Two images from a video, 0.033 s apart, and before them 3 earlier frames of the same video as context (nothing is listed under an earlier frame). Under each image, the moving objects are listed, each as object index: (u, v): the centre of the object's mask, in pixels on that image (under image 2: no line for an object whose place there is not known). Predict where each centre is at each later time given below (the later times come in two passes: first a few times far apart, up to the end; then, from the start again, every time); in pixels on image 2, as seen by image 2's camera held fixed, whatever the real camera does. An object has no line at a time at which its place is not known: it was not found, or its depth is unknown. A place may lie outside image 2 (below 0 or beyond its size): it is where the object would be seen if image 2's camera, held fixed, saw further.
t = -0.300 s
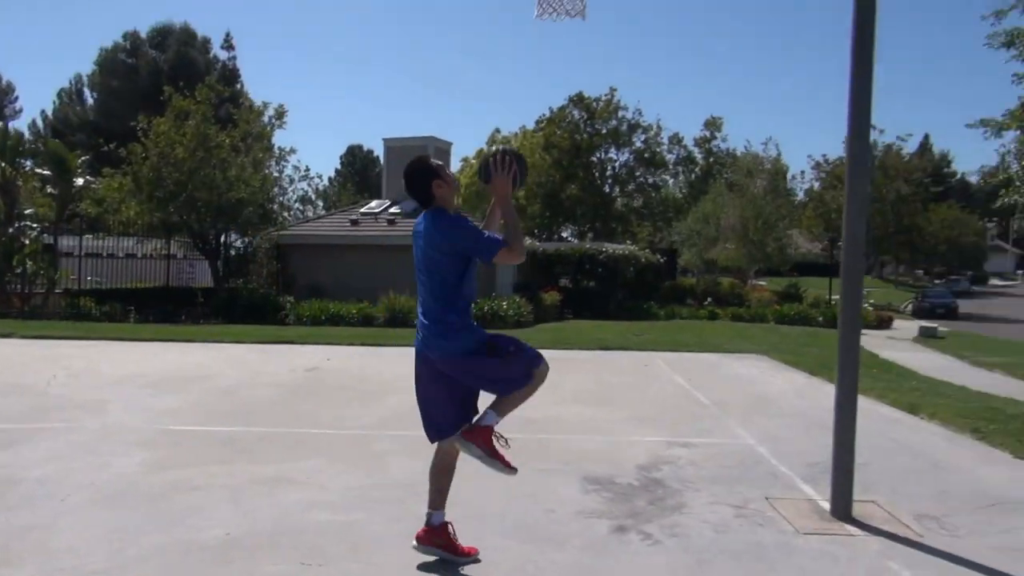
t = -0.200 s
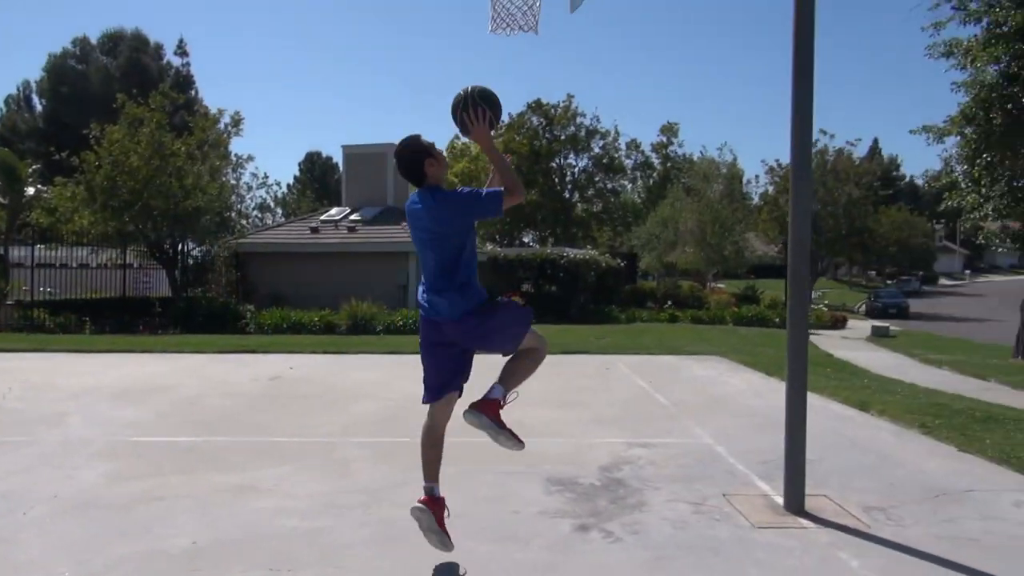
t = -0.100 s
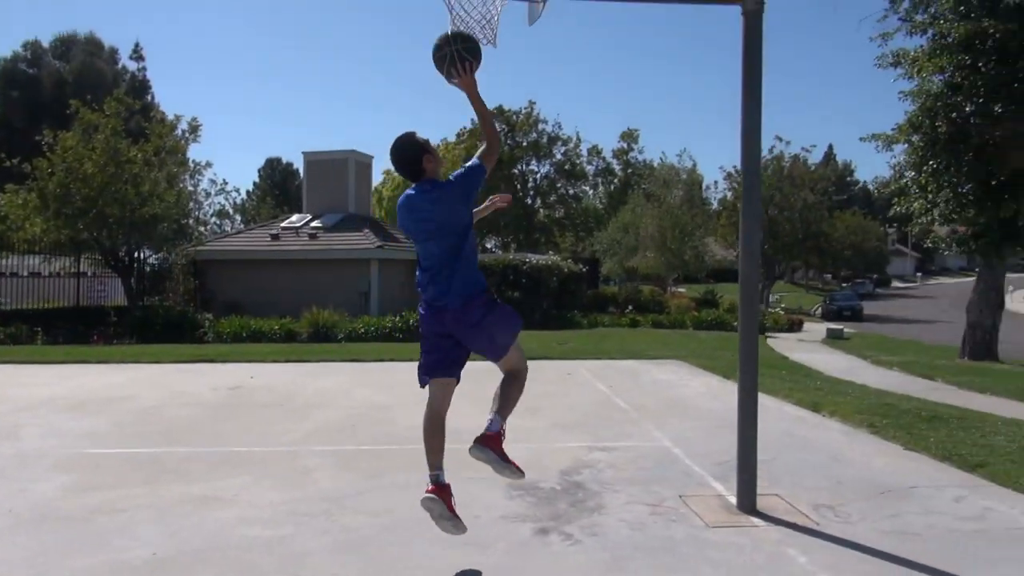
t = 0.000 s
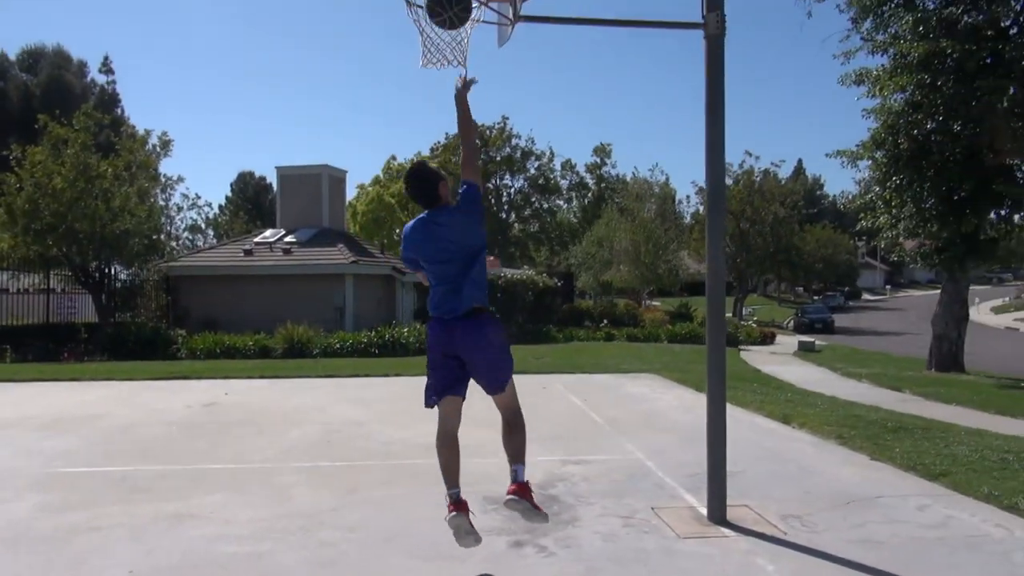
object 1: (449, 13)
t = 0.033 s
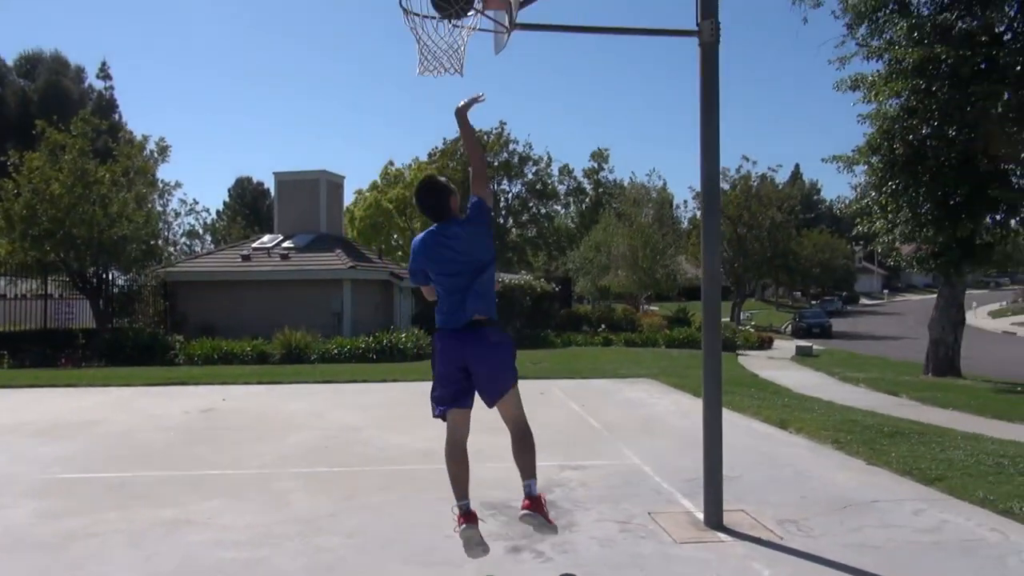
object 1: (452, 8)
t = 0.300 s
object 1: (477, -52)
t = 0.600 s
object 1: (422, 50)
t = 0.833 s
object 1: (407, 128)
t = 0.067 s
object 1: (458, -3)
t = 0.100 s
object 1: (464, -13)
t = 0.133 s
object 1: (470, -23)
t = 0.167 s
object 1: (477, -32)
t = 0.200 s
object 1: (484, -40)
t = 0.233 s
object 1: (488, -47)
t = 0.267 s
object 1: (484, -50)
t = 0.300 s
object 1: (477, -52)
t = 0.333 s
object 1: (470, -48)
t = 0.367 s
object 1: (464, -43)
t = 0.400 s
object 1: (459, -35)
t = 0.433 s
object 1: (452, -25)
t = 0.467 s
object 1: (445, -14)
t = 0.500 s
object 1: (440, -1)
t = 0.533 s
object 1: (434, 16)
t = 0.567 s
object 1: (427, 32)
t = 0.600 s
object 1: (422, 50)
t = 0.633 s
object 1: (418, 66)
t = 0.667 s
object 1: (415, 75)
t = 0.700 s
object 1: (413, 82)
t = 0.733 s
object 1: (412, 90)
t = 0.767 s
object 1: (411, 100)
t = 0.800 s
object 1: (409, 113)
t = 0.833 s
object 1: (407, 128)
